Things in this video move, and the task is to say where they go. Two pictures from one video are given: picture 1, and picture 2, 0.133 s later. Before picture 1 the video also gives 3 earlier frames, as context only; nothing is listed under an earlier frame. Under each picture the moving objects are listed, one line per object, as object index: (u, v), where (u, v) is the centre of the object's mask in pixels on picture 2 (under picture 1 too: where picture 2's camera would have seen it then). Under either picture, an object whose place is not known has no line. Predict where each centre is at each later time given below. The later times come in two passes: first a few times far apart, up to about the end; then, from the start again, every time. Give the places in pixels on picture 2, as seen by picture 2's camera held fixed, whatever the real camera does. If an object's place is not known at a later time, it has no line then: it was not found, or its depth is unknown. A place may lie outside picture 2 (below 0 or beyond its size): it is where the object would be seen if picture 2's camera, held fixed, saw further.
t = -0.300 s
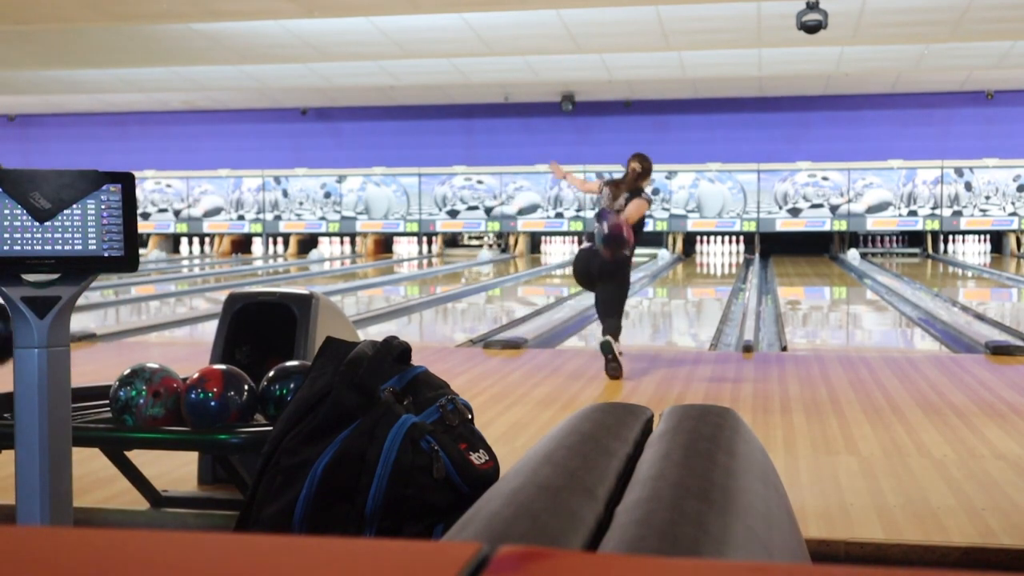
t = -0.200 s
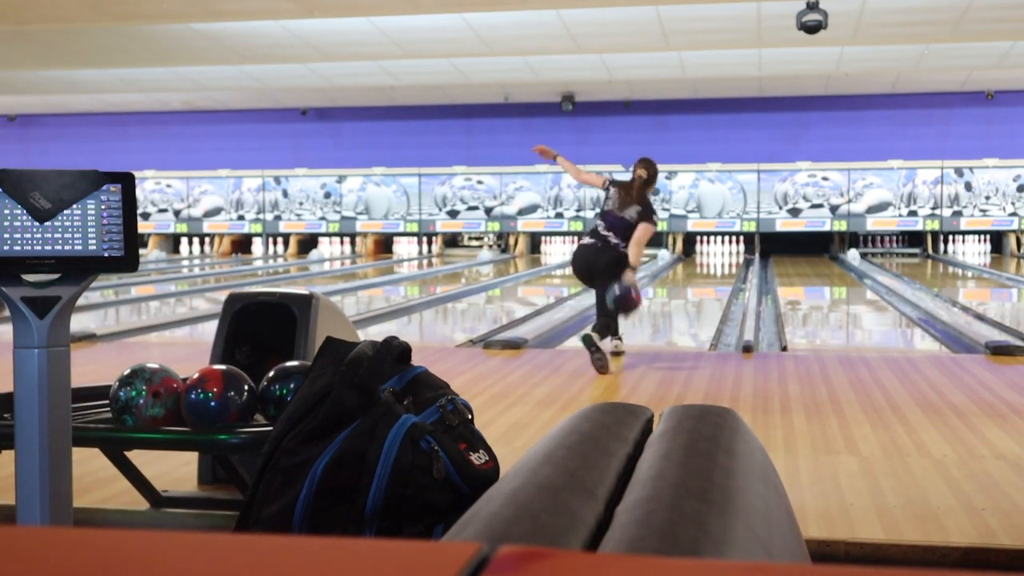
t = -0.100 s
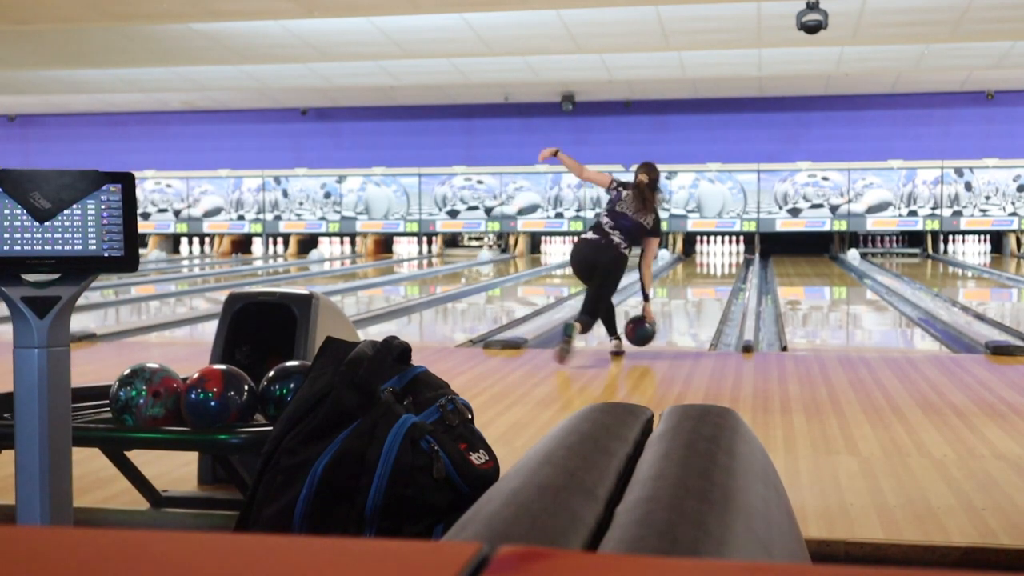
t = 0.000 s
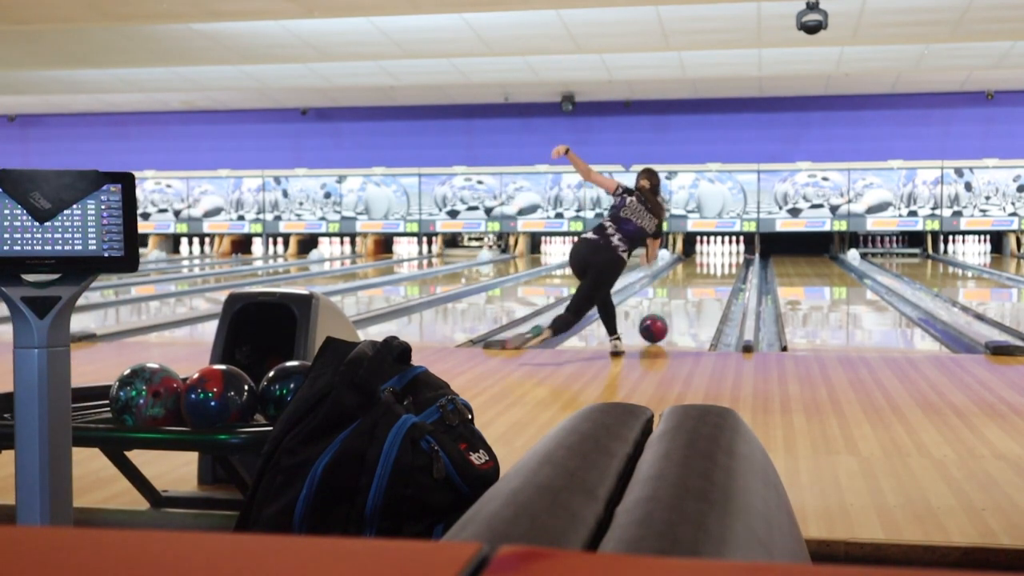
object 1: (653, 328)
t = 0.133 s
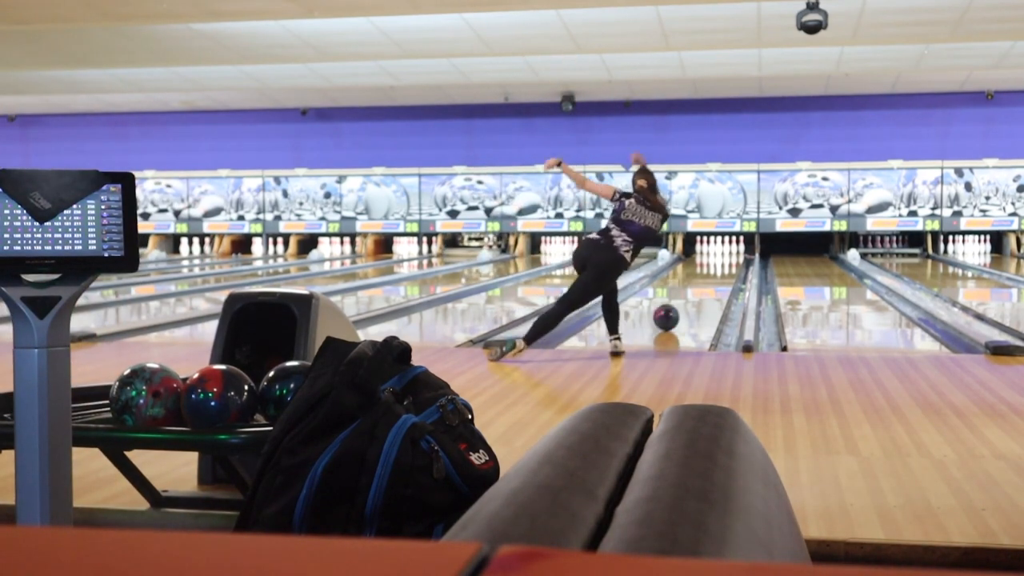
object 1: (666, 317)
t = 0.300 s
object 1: (679, 305)
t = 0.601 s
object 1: (696, 289)
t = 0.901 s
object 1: (708, 278)
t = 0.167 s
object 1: (669, 314)
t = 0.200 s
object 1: (672, 312)
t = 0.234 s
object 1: (674, 310)
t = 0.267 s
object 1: (677, 307)
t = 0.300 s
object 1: (679, 305)
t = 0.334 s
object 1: (681, 303)
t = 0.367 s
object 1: (684, 301)
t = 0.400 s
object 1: (685, 299)
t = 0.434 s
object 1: (687, 298)
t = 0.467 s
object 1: (689, 296)
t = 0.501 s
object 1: (691, 294)
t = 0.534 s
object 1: (693, 292)
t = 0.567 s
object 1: (694, 291)
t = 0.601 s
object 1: (696, 289)
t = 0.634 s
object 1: (697, 287)
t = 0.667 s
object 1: (699, 285)
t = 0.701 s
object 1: (700, 284)
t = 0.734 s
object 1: (701, 283)
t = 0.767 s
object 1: (703, 283)
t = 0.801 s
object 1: (704, 281)
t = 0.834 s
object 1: (705, 280)
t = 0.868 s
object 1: (707, 279)
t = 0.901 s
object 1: (708, 278)
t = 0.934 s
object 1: (708, 277)
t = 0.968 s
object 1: (709, 276)
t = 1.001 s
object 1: (710, 276)
